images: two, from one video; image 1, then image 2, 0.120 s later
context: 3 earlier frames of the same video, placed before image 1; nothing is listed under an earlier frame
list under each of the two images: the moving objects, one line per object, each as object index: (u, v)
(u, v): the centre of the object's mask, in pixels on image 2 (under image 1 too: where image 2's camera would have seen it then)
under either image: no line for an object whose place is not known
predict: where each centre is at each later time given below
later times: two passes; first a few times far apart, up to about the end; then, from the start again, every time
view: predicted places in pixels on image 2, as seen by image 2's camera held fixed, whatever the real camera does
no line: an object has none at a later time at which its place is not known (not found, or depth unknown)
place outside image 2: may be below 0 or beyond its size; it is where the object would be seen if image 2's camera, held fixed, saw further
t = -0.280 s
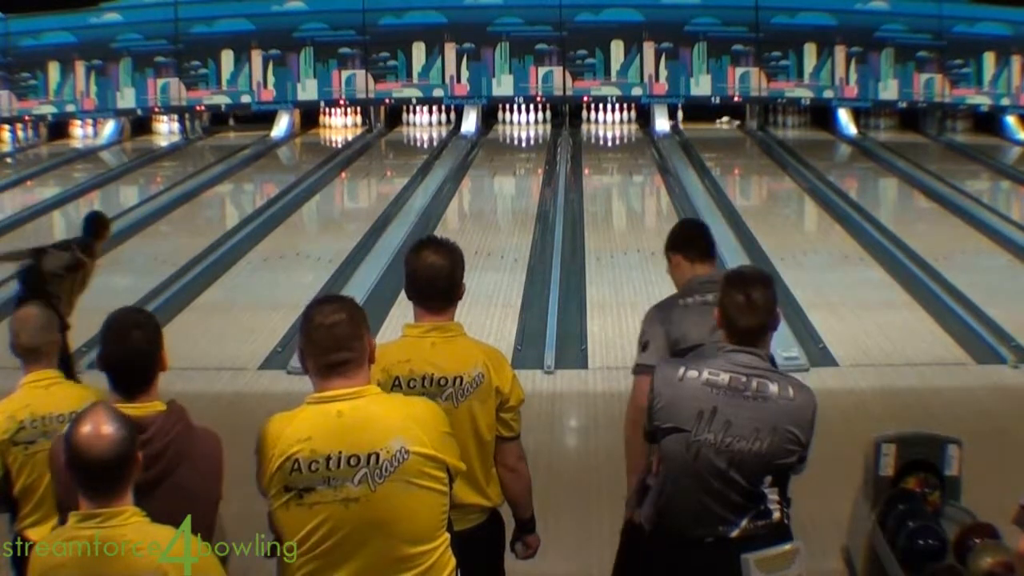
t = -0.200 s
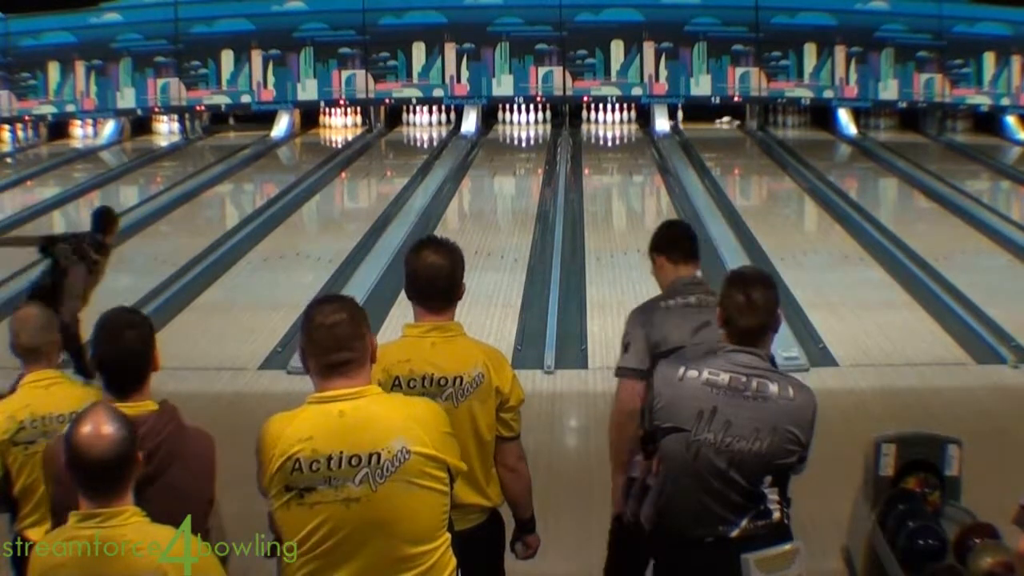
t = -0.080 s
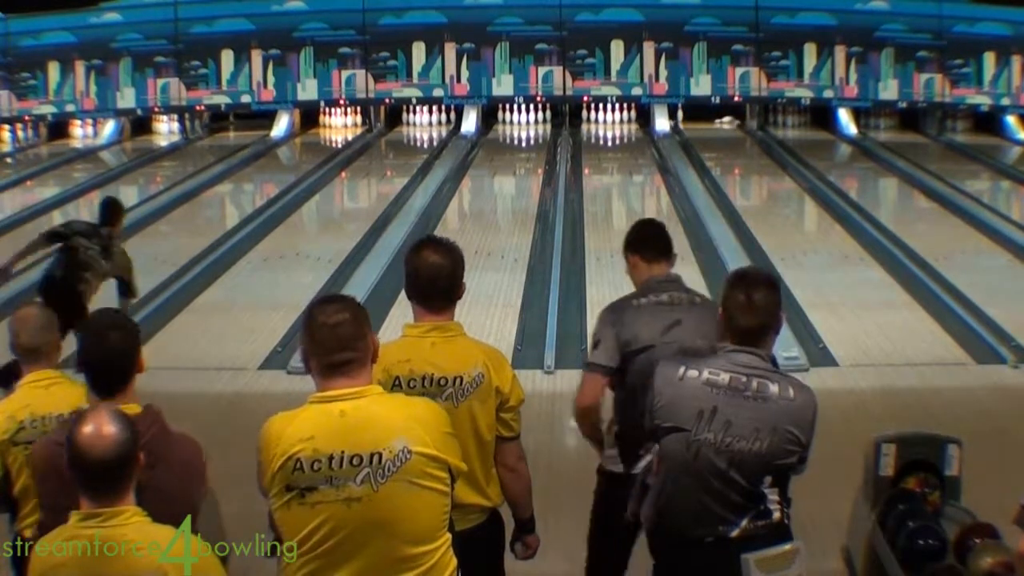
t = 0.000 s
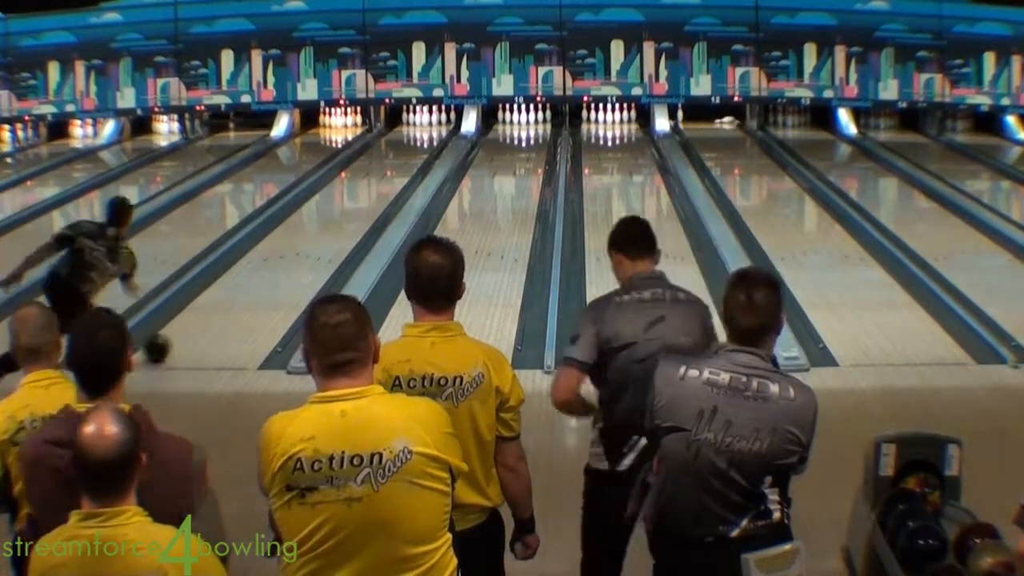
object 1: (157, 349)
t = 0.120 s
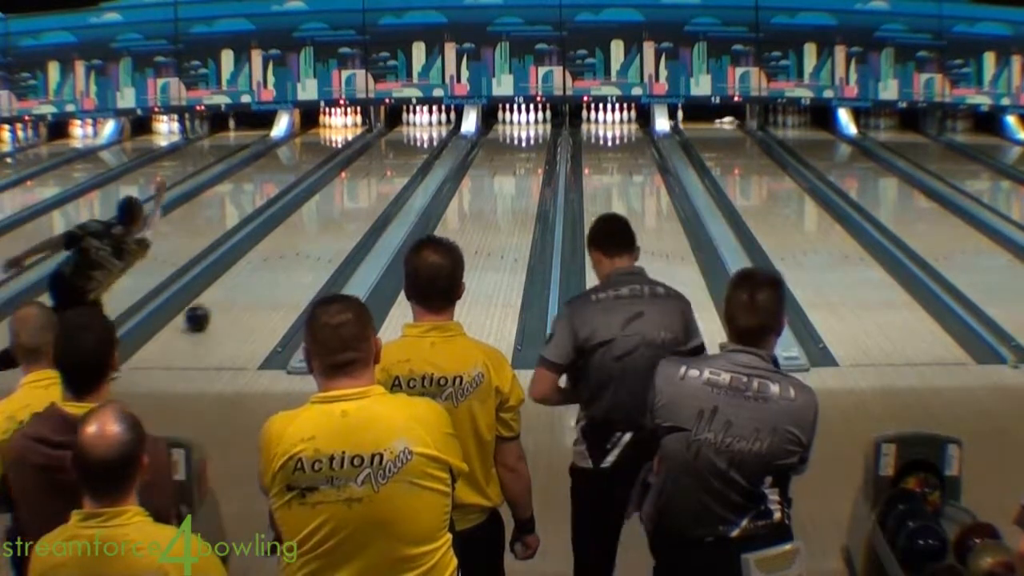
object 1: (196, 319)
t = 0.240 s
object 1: (232, 292)
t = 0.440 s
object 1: (280, 256)
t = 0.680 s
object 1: (326, 223)
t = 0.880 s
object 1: (356, 200)
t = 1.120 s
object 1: (385, 178)
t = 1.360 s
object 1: (406, 161)
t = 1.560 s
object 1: (420, 149)
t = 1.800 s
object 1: (429, 138)
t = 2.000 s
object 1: (432, 129)
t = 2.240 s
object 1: (433, 120)
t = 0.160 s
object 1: (209, 310)
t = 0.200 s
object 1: (221, 300)
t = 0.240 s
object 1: (232, 292)
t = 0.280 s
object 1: (242, 284)
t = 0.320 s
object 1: (253, 277)
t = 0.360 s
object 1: (263, 270)
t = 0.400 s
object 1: (272, 263)
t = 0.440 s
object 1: (280, 256)
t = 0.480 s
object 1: (289, 250)
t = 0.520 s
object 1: (297, 244)
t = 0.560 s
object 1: (305, 239)
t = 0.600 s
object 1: (311, 233)
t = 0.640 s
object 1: (318, 228)
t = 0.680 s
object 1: (326, 223)
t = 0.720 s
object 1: (332, 218)
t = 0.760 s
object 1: (339, 213)
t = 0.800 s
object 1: (345, 209)
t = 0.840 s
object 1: (350, 205)
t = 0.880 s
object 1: (356, 200)
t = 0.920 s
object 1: (362, 196)
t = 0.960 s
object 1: (367, 192)
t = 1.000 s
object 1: (372, 188)
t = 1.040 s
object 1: (376, 185)
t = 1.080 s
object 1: (381, 182)
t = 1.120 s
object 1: (385, 178)
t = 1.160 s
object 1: (389, 175)
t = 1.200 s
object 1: (392, 172)
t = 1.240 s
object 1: (396, 170)
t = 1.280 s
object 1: (400, 166)
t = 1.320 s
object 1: (403, 163)
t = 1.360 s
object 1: (406, 161)
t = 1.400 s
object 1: (409, 159)
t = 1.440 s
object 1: (412, 156)
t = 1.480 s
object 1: (415, 153)
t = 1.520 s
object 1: (417, 151)
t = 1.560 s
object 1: (420, 149)
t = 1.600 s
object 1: (422, 146)
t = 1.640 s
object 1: (424, 144)
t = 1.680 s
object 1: (425, 142)
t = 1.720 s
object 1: (427, 141)
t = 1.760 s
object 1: (428, 139)
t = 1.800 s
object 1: (429, 138)
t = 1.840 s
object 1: (430, 135)
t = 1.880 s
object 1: (431, 134)
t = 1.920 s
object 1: (431, 132)
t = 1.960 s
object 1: (431, 130)
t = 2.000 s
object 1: (432, 129)
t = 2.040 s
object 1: (432, 127)
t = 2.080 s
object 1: (432, 126)
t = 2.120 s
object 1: (432, 125)
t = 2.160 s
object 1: (432, 123)
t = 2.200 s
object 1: (431, 122)
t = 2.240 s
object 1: (433, 120)
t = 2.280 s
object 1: (435, 120)
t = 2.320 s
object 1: (436, 119)
